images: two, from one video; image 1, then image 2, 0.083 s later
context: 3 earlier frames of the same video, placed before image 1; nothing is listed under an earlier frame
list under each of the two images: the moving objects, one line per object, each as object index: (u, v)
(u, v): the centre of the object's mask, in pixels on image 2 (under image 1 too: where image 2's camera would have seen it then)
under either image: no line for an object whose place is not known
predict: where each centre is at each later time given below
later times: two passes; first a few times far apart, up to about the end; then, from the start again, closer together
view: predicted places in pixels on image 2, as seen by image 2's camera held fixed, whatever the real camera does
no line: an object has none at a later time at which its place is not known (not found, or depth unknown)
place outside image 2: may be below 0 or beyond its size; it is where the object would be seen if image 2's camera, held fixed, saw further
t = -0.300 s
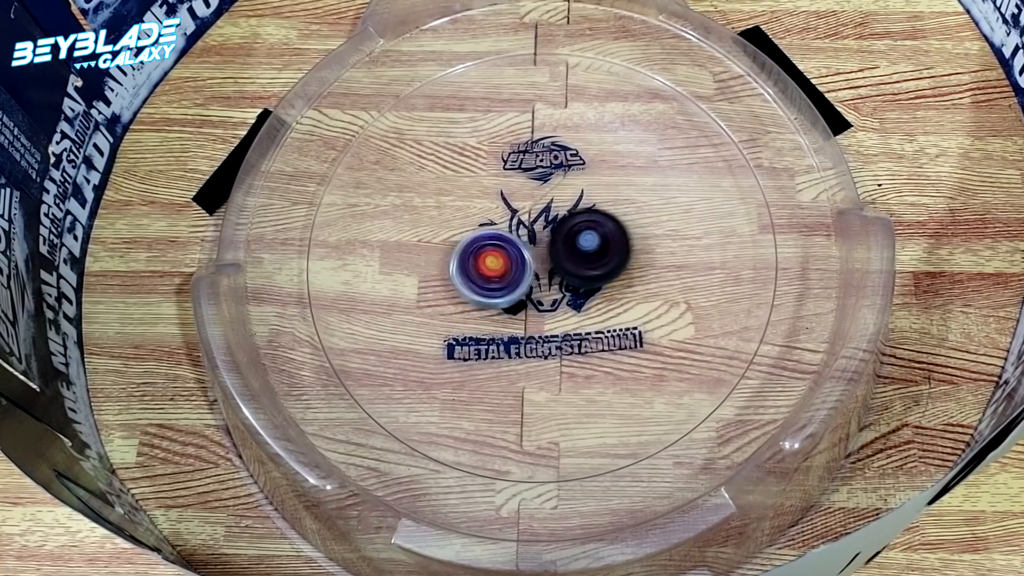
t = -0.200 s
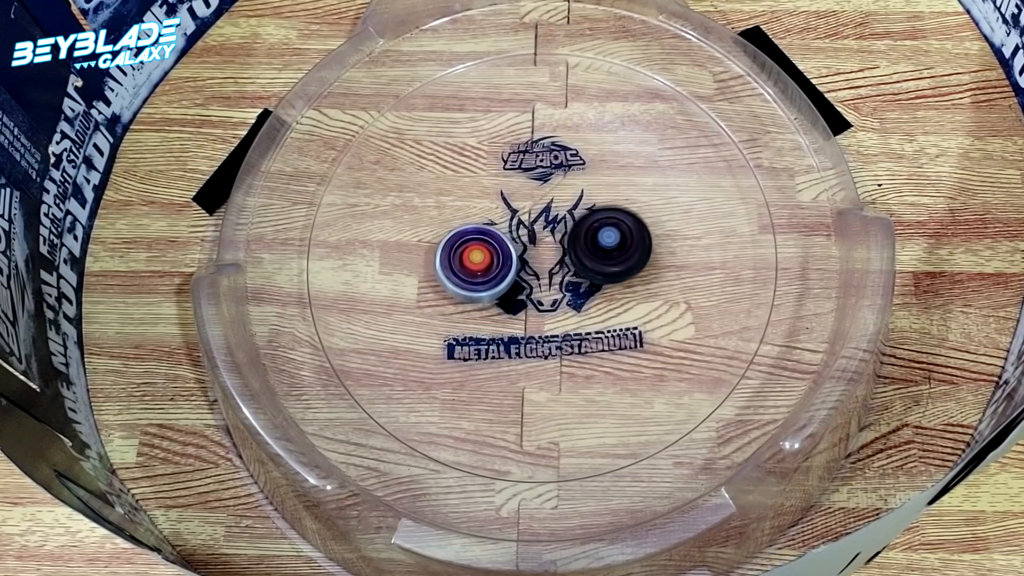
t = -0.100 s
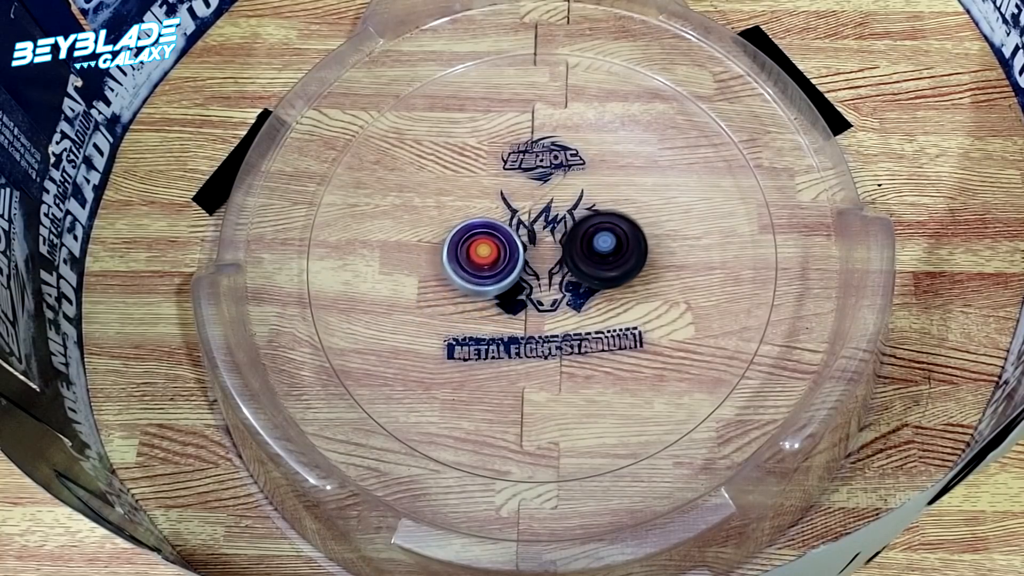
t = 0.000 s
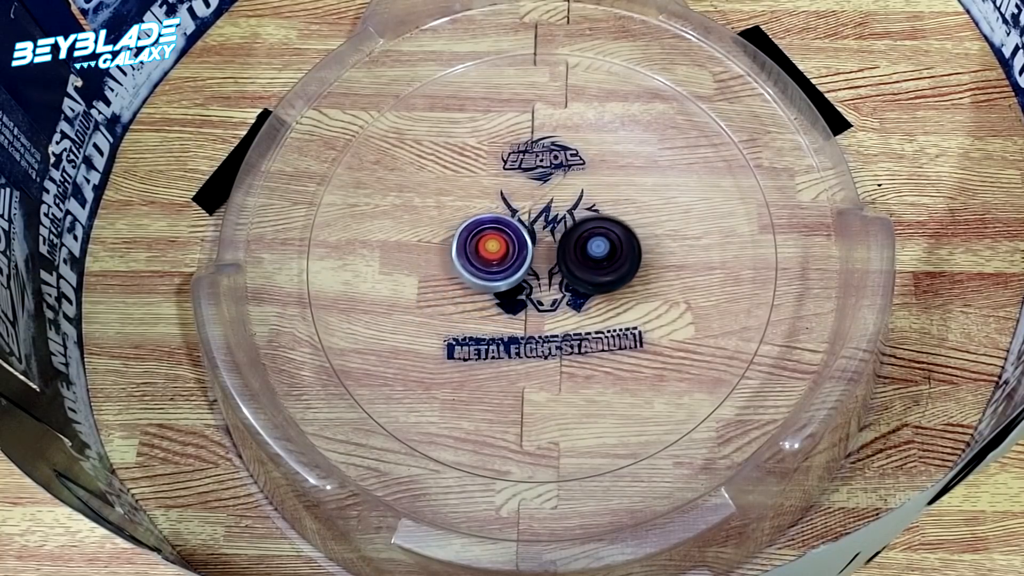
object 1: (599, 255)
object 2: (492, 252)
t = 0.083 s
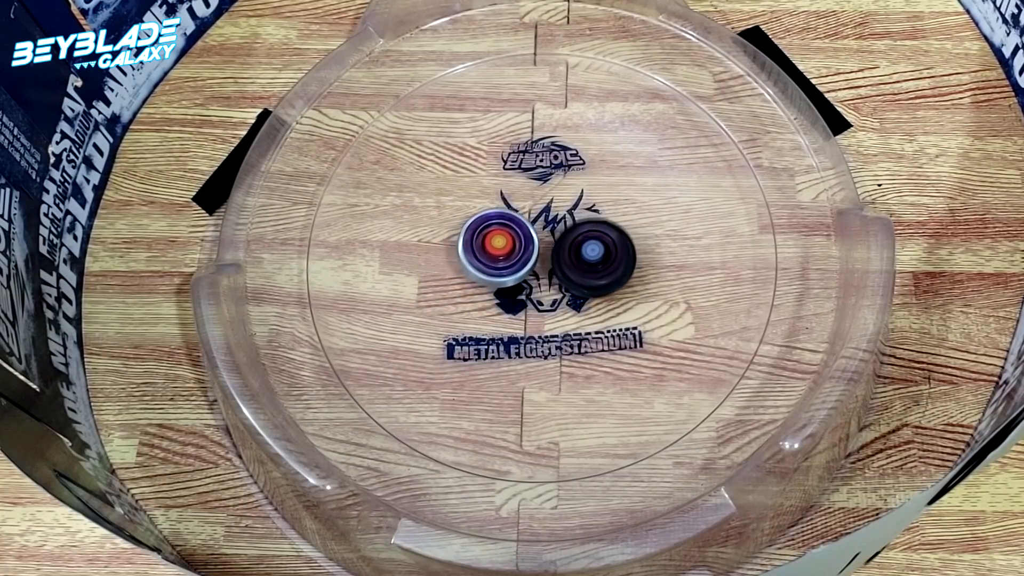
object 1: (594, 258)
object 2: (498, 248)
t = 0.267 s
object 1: (655, 279)
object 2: (430, 210)
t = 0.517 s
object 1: (662, 316)
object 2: (414, 258)
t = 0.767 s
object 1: (621, 326)
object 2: (509, 273)
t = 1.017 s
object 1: (589, 315)
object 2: (573, 211)
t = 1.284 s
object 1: (566, 297)
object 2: (567, 169)
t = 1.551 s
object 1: (551, 276)
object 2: (551, 175)
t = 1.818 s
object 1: (537, 294)
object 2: (555, 183)
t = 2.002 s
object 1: (523, 290)
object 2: (563, 205)
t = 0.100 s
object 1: (593, 259)
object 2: (499, 247)
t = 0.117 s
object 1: (592, 260)
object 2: (501, 245)
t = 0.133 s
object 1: (590, 260)
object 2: (501, 244)
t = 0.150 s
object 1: (589, 261)
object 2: (503, 243)
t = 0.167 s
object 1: (588, 261)
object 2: (504, 242)
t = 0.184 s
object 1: (587, 261)
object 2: (504, 241)
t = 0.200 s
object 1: (597, 264)
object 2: (493, 236)
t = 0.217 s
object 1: (612, 268)
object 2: (474, 228)
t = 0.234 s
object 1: (628, 272)
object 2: (456, 221)
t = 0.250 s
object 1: (642, 276)
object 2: (442, 215)
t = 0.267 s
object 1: (655, 279)
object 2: (430, 210)
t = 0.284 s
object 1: (665, 282)
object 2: (420, 207)
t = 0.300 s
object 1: (673, 285)
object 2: (412, 205)
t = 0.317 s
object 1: (679, 287)
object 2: (407, 204)
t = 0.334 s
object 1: (683, 290)
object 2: (403, 206)
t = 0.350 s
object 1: (685, 292)
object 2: (401, 209)
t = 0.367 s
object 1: (684, 295)
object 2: (400, 212)
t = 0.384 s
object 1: (683, 298)
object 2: (400, 217)
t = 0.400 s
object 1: (681, 301)
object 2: (400, 222)
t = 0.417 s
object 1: (678, 304)
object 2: (401, 228)
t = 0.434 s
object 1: (676, 306)
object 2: (402, 234)
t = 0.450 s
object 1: (673, 309)
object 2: (403, 238)
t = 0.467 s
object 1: (670, 311)
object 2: (405, 244)
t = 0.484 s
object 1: (667, 313)
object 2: (407, 249)
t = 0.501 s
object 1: (664, 315)
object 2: (410, 254)
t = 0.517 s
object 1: (662, 316)
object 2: (414, 258)
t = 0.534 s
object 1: (659, 317)
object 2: (418, 263)
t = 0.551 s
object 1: (656, 319)
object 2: (422, 266)
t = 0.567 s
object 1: (653, 320)
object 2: (428, 269)
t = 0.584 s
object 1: (650, 322)
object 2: (434, 272)
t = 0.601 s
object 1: (647, 323)
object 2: (440, 275)
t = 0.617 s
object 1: (644, 325)
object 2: (446, 276)
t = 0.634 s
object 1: (642, 326)
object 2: (452, 277)
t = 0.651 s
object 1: (639, 326)
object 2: (460, 278)
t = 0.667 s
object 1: (636, 327)
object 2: (467, 279)
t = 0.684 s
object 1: (633, 327)
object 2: (474, 279)
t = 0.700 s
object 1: (630, 327)
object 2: (481, 279)
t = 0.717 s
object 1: (628, 327)
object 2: (489, 278)
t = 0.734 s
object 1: (625, 327)
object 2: (495, 277)
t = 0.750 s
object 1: (623, 326)
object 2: (502, 275)
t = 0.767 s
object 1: (621, 326)
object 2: (509, 273)
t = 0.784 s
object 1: (619, 326)
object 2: (515, 270)
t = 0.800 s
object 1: (617, 325)
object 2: (521, 267)
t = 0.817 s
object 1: (614, 325)
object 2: (527, 265)
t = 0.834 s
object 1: (612, 324)
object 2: (532, 261)
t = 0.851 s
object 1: (610, 324)
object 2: (538, 257)
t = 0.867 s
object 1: (608, 323)
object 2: (543, 253)
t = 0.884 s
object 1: (605, 323)
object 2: (548, 249)
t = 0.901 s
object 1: (603, 322)
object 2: (553, 244)
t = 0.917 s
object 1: (601, 322)
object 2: (557, 240)
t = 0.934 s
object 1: (599, 321)
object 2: (560, 235)
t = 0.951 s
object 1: (596, 319)
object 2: (564, 229)
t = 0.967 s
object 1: (595, 318)
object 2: (568, 225)
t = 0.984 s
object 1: (593, 317)
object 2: (570, 220)
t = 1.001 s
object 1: (591, 316)
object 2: (572, 216)
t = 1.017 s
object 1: (589, 315)
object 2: (573, 211)
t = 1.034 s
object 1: (588, 314)
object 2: (575, 206)
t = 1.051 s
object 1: (586, 313)
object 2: (575, 202)
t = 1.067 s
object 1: (584, 312)
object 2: (576, 198)
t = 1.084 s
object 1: (582, 311)
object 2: (576, 195)
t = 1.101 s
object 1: (580, 310)
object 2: (576, 192)
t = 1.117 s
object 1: (578, 309)
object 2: (576, 189)
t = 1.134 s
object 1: (577, 307)
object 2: (575, 186)
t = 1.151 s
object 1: (575, 306)
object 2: (575, 184)
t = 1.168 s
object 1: (574, 305)
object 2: (574, 182)
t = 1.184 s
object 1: (573, 304)
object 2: (573, 179)
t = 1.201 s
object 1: (572, 303)
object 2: (572, 177)
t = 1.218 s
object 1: (571, 302)
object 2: (571, 175)
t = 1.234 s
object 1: (569, 300)
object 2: (570, 173)
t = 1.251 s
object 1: (568, 299)
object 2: (569, 172)
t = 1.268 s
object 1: (567, 298)
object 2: (568, 171)
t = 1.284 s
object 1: (566, 297)
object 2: (567, 169)
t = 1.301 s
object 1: (565, 296)
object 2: (566, 168)
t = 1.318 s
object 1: (563, 294)
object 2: (564, 167)
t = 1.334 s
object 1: (562, 292)
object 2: (563, 166)
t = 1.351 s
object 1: (561, 291)
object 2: (562, 166)
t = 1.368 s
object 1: (560, 290)
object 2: (561, 166)
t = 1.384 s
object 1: (559, 288)
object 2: (560, 166)
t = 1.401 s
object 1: (558, 287)
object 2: (559, 166)
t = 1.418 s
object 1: (557, 285)
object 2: (558, 166)
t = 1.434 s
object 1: (556, 284)
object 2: (557, 166)
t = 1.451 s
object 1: (555, 283)
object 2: (556, 167)
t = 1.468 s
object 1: (554, 282)
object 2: (555, 168)
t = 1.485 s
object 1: (553, 281)
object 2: (554, 168)
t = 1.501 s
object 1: (553, 279)
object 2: (553, 170)
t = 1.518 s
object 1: (552, 278)
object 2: (552, 171)
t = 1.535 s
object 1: (551, 277)
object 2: (551, 173)
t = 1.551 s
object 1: (551, 276)
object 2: (551, 175)
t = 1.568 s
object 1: (550, 275)
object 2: (550, 177)
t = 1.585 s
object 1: (549, 273)
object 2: (550, 180)
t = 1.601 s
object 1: (549, 273)
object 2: (550, 182)
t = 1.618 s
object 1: (548, 272)
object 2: (550, 185)
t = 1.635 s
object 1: (548, 271)
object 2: (550, 188)
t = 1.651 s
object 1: (546, 274)
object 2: (551, 185)
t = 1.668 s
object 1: (544, 280)
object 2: (553, 180)
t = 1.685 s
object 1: (543, 286)
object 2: (554, 176)
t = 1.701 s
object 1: (541, 290)
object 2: (555, 174)
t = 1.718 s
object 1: (541, 293)
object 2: (556, 174)
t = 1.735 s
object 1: (540, 294)
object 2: (556, 175)
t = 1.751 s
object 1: (539, 295)
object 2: (556, 176)
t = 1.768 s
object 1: (538, 295)
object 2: (555, 178)
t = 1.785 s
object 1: (537, 295)
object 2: (555, 180)
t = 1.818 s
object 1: (537, 294)
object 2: (555, 183)
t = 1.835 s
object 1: (536, 294)
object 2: (555, 185)
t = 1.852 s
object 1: (535, 293)
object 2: (555, 188)
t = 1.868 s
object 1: (534, 292)
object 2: (555, 191)
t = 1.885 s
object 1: (533, 291)
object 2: (556, 193)
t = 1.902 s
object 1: (532, 290)
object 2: (556, 196)
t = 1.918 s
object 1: (530, 289)
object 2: (556, 199)
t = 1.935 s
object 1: (529, 288)
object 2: (557, 201)
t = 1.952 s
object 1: (528, 287)
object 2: (558, 204)
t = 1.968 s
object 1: (527, 286)
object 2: (558, 207)
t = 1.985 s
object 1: (527, 285)
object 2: (560, 209)
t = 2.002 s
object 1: (523, 290)
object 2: (563, 205)
